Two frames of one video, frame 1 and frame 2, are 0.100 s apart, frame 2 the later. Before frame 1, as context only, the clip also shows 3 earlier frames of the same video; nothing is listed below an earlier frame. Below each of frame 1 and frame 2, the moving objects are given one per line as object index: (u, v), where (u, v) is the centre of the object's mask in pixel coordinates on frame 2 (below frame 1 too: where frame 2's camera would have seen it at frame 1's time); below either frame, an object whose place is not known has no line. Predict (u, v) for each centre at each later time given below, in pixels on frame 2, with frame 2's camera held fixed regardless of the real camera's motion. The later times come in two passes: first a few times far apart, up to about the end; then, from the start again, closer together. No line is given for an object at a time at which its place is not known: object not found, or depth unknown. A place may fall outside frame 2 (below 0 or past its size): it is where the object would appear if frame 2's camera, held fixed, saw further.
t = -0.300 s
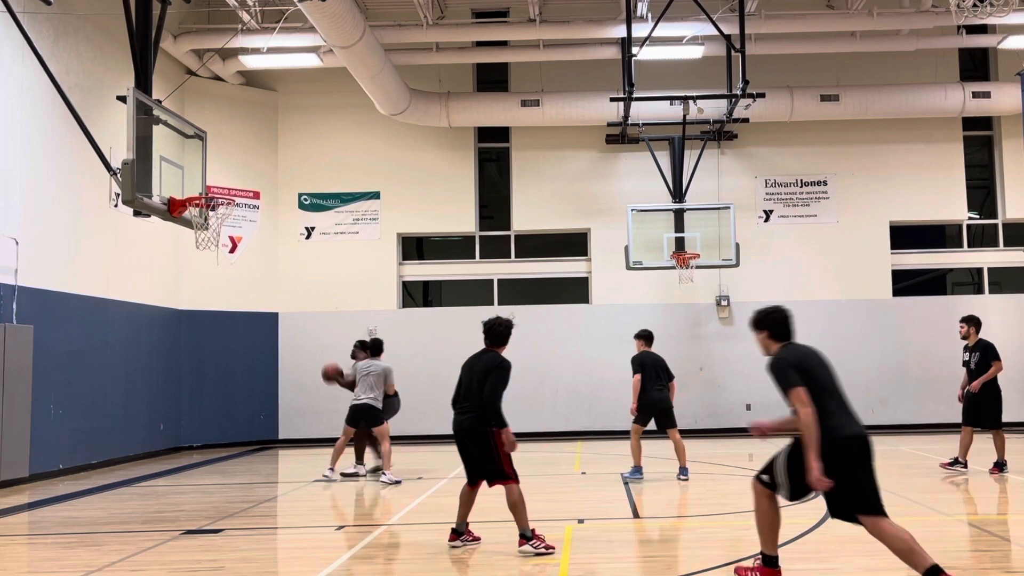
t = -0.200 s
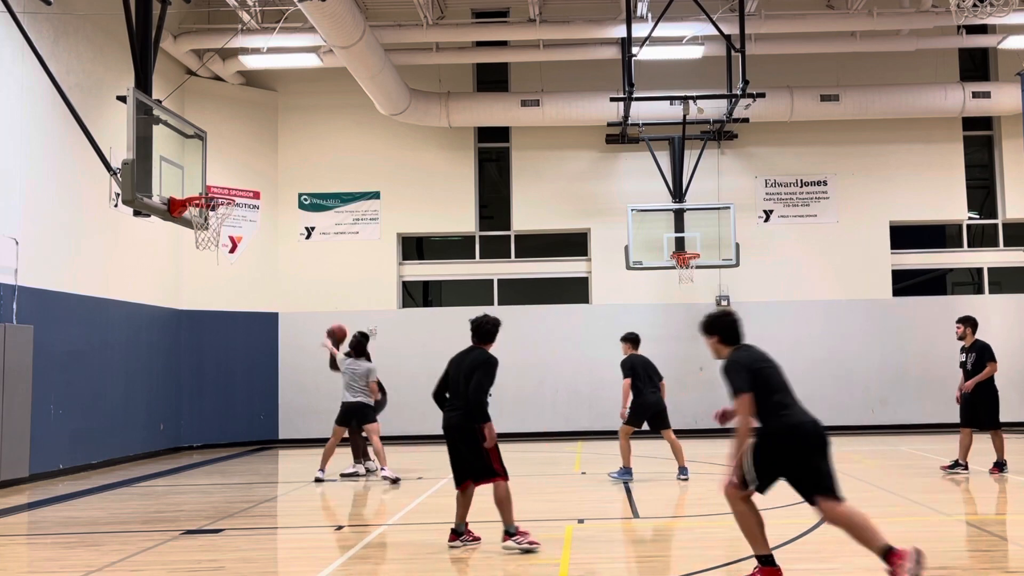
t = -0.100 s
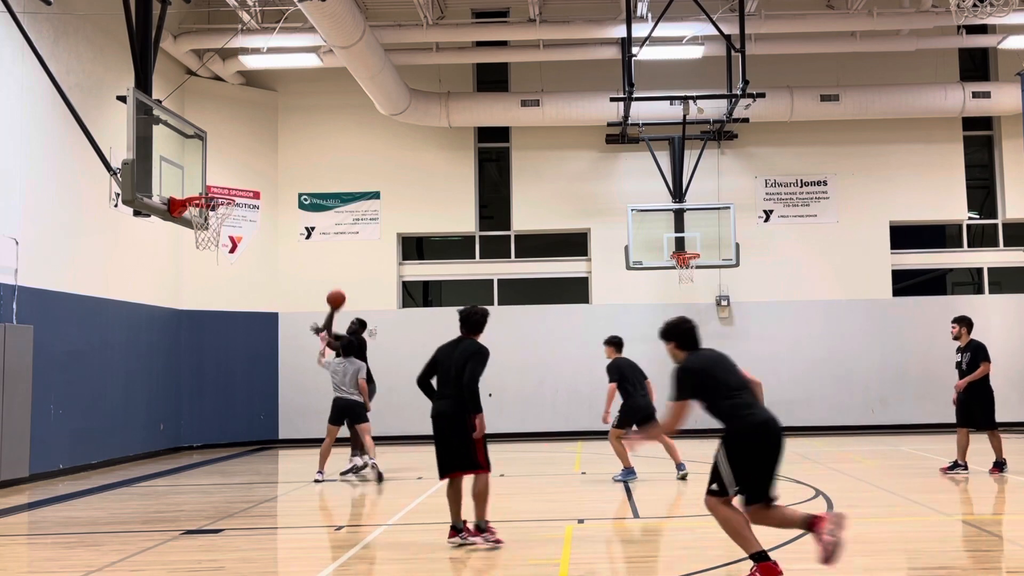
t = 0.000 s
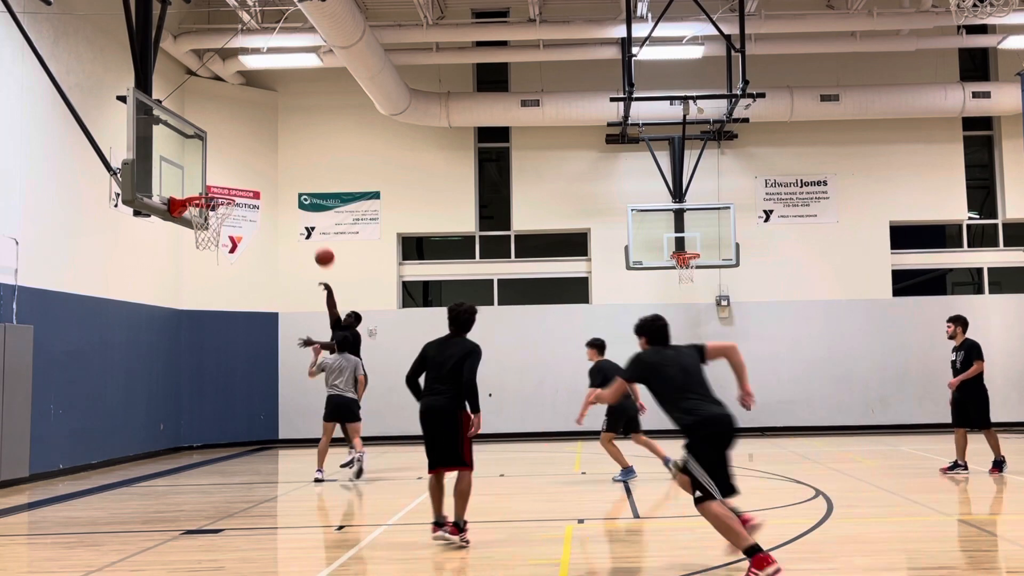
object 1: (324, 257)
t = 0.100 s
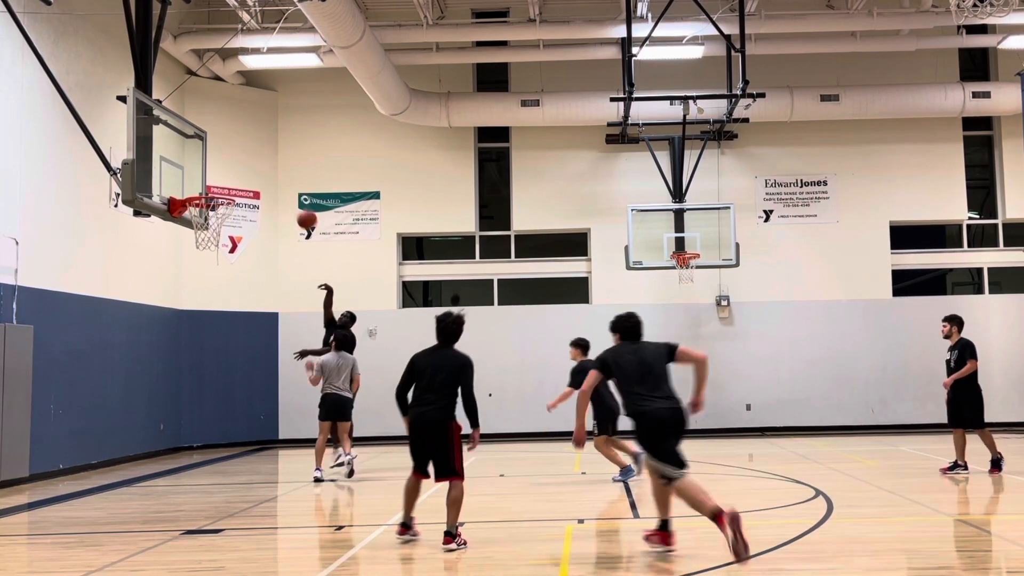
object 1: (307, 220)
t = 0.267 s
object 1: (276, 171)
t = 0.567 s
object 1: (217, 135)
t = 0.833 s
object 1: (199, 165)
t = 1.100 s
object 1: (229, 226)
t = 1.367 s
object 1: (218, 233)
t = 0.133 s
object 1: (301, 209)
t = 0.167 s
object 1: (294, 197)
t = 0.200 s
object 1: (289, 188)
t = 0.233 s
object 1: (283, 179)
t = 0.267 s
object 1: (276, 171)
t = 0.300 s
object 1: (270, 164)
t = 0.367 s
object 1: (257, 151)
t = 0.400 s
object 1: (251, 146)
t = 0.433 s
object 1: (244, 142)
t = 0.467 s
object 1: (237, 139)
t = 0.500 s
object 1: (230, 137)
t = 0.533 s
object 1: (223, 135)
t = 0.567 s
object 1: (217, 135)
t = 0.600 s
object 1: (209, 135)
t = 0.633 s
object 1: (202, 137)
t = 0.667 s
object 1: (195, 139)
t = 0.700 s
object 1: (193, 143)
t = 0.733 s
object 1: (195, 146)
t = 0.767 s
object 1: (196, 152)
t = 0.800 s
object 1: (197, 158)
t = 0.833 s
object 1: (199, 165)
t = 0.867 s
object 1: (200, 173)
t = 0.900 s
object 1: (201, 183)
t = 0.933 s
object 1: (202, 190)
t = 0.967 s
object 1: (209, 206)
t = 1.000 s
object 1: (215, 213)
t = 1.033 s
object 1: (222, 222)
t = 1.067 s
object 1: (226, 225)
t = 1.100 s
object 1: (229, 226)
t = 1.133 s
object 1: (229, 225)
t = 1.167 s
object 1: (228, 225)
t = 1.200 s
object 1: (227, 225)
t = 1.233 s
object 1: (225, 224)
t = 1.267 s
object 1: (223, 226)
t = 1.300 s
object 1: (221, 227)
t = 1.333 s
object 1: (220, 230)
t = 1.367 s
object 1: (218, 233)
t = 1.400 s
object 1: (216, 236)
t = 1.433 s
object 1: (214, 240)
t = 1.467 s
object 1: (211, 247)
